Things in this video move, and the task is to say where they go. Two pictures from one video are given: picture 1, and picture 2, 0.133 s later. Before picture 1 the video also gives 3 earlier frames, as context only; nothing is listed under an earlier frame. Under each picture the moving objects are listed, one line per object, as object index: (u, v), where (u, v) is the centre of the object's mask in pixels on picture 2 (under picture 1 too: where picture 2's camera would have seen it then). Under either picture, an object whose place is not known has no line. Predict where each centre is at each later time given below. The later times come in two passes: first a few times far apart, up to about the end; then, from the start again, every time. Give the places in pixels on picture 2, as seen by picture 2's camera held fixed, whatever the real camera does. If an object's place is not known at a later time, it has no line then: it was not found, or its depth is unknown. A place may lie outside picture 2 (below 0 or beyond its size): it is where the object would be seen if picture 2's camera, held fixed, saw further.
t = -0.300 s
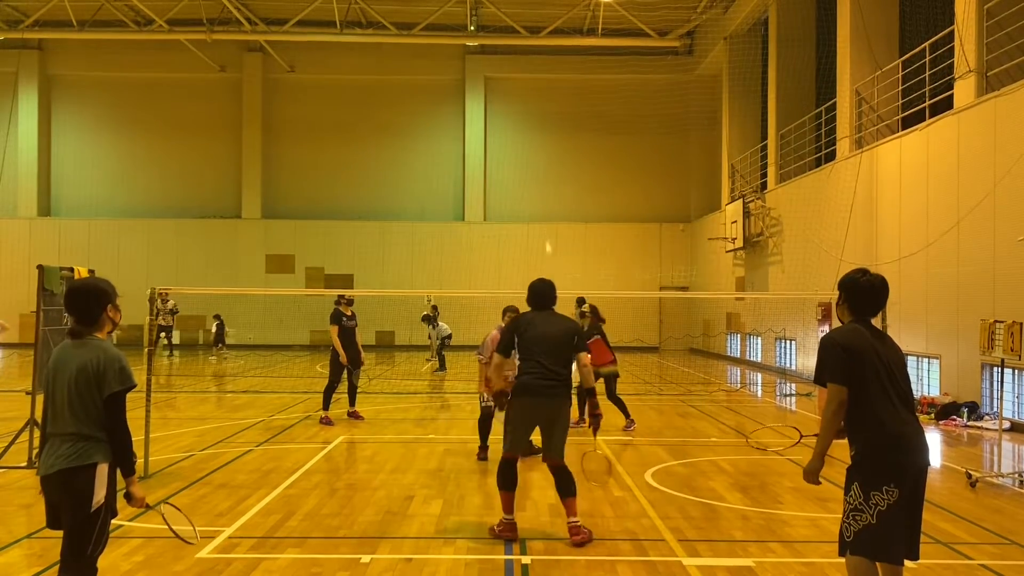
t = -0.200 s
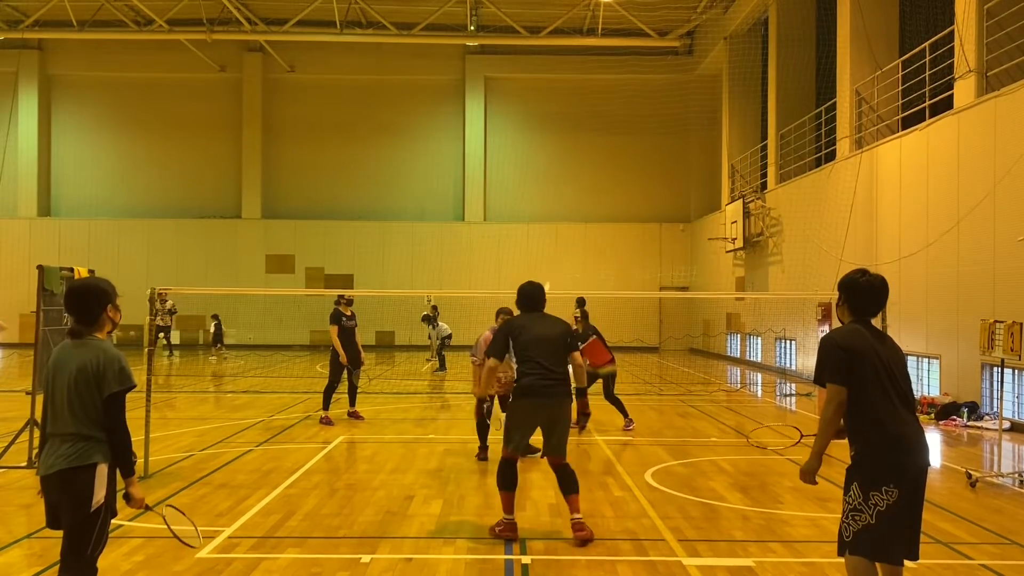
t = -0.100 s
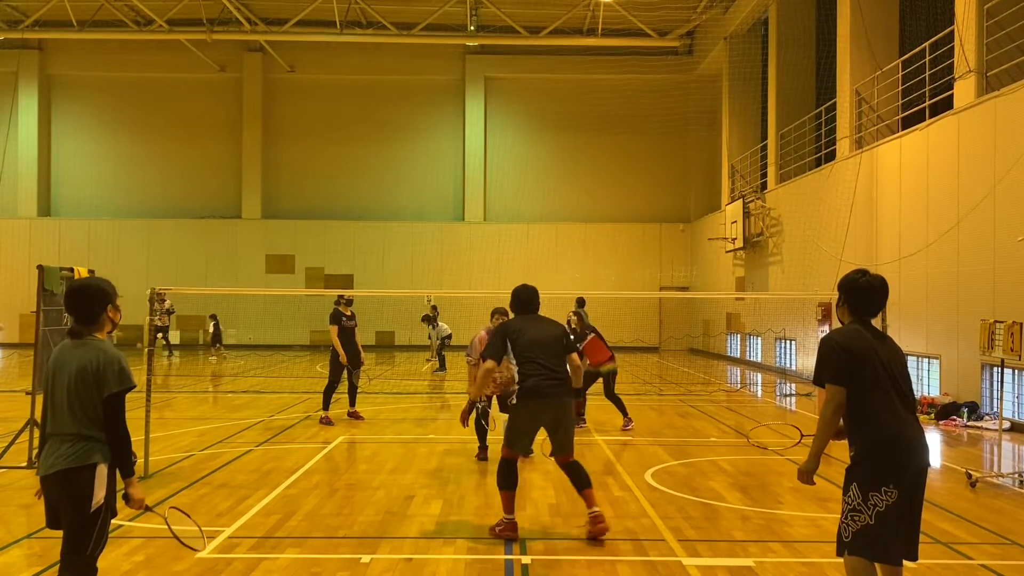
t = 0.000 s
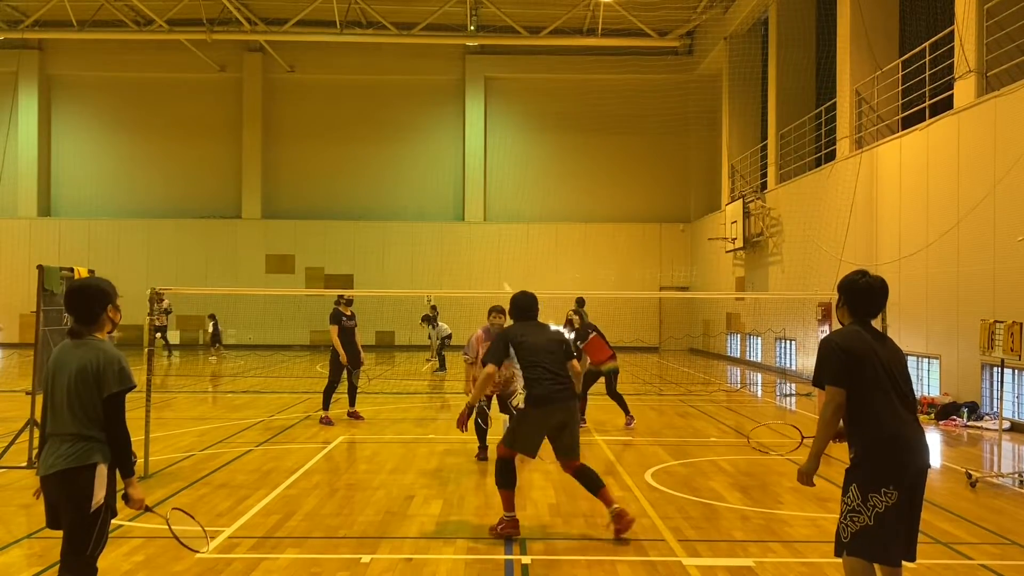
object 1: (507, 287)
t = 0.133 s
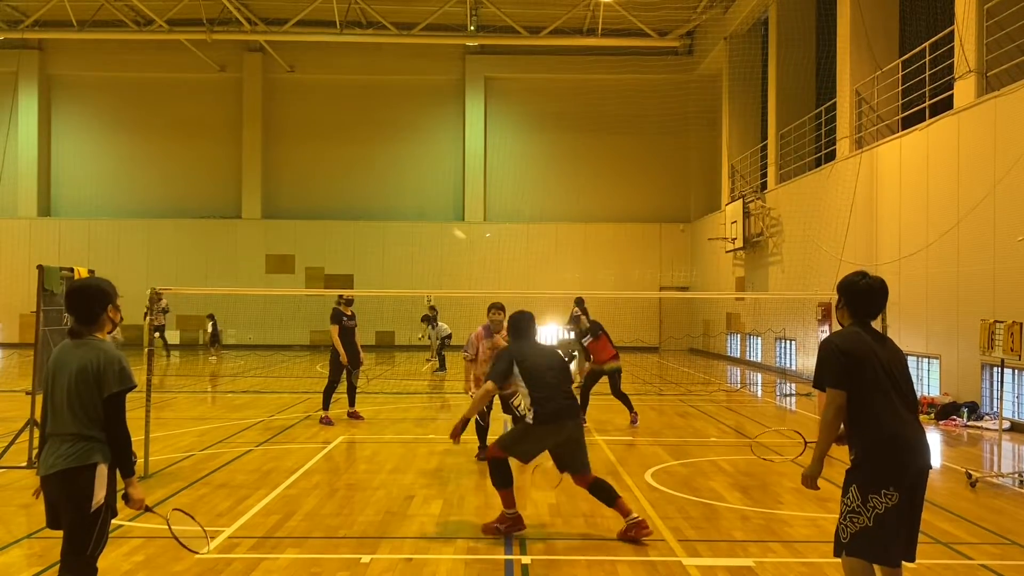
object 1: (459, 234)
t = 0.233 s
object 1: (429, 210)
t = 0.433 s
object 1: (370, 199)
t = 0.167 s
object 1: (448, 225)
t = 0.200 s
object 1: (438, 217)
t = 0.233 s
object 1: (429, 210)
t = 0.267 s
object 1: (419, 206)
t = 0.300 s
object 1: (410, 202)
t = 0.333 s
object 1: (401, 200)
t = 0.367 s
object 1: (390, 198)
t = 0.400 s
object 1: (380, 198)
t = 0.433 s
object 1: (370, 199)
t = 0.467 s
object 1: (360, 201)
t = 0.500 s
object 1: (350, 205)
